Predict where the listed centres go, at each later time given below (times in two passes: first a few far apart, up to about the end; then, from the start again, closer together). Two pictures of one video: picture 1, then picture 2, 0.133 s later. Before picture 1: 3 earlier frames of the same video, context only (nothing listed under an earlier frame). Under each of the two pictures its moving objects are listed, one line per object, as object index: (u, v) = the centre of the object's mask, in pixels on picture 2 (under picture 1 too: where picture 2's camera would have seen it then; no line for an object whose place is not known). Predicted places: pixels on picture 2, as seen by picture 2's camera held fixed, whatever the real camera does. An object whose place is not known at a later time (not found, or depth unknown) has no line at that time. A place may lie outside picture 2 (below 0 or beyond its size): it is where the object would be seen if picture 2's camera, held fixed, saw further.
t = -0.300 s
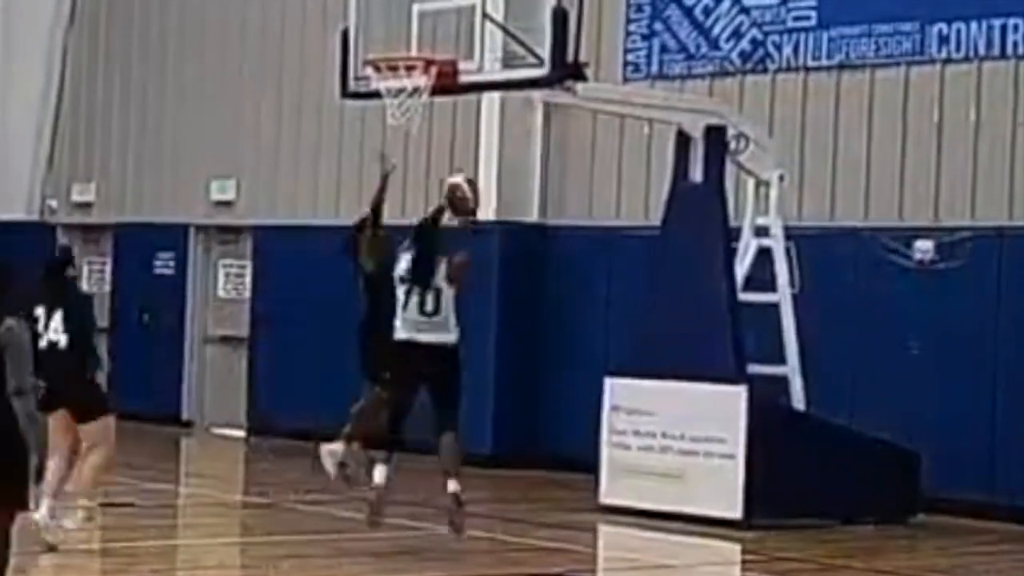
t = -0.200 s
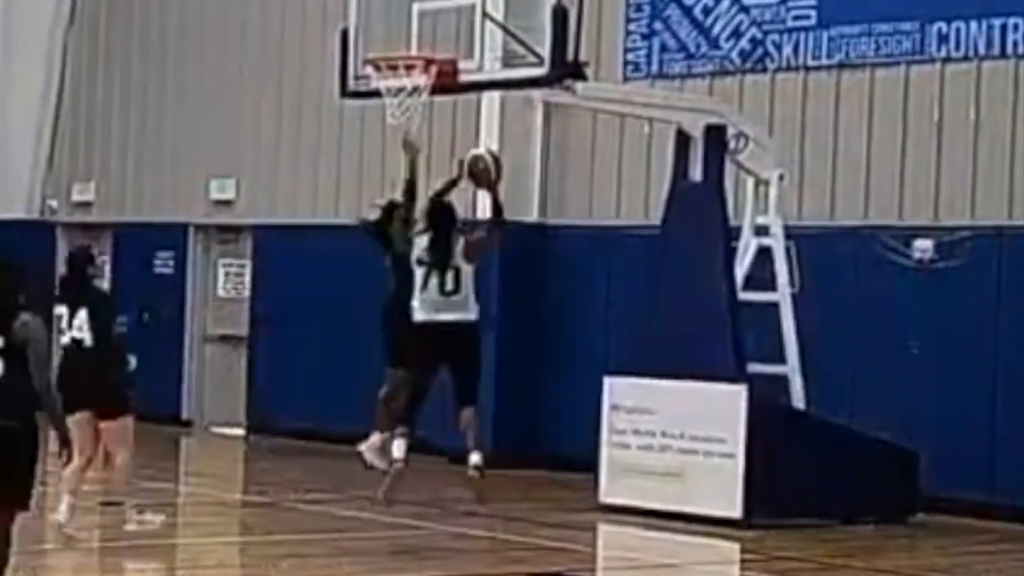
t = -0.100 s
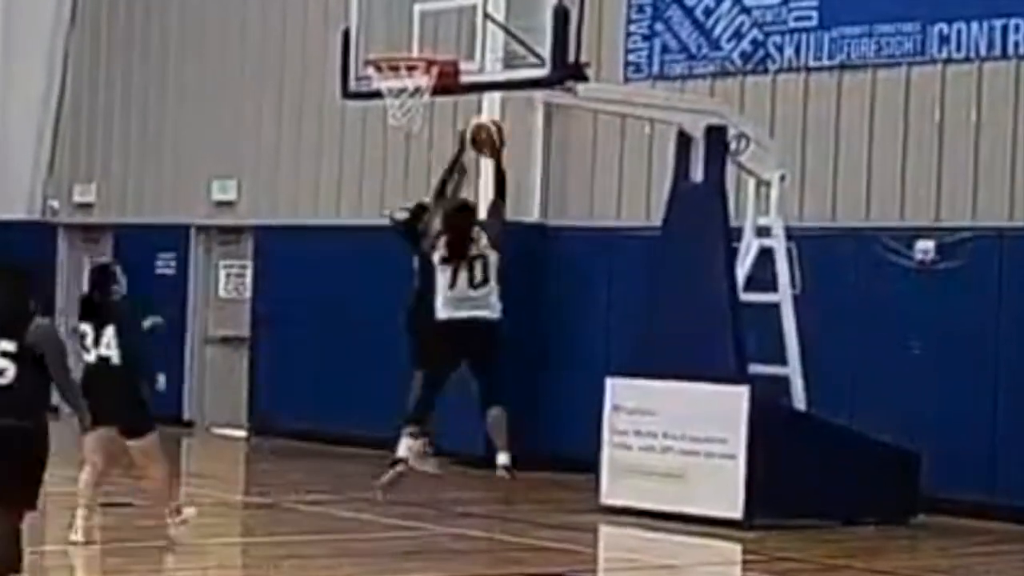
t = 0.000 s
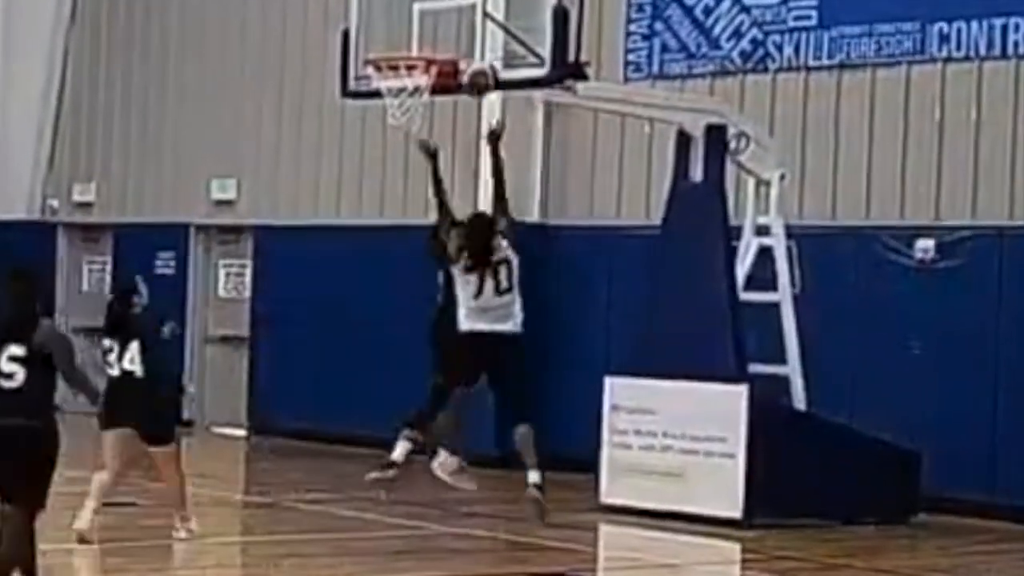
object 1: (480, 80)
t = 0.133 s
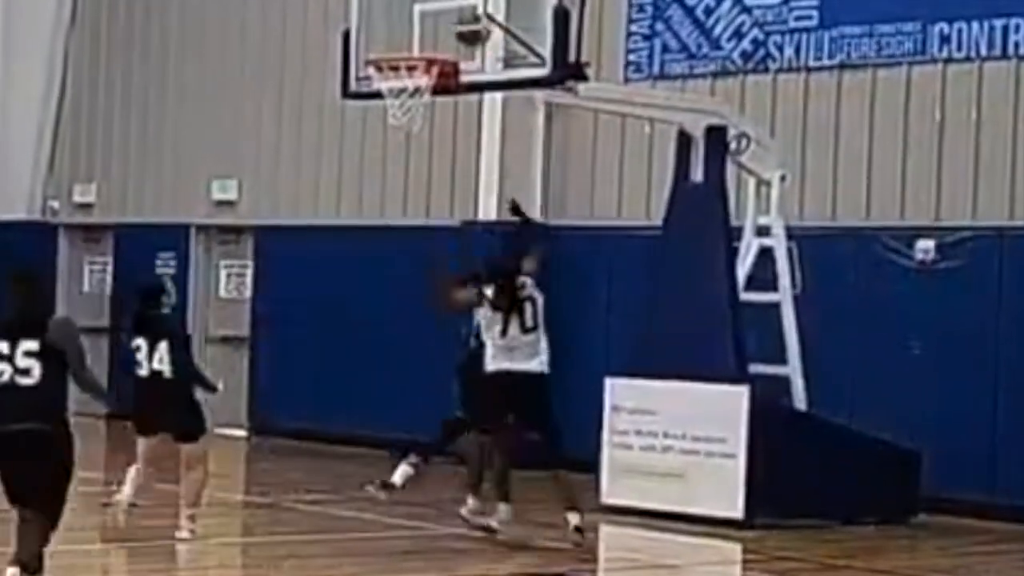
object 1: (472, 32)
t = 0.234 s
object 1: (465, 13)
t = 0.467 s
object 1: (407, 22)
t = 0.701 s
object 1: (391, 26)
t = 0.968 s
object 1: (408, 42)
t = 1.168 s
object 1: (412, 72)
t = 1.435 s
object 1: (401, 137)
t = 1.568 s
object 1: (391, 184)
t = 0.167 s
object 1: (469, 23)
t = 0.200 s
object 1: (467, 16)
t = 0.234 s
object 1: (465, 13)
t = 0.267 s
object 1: (465, 11)
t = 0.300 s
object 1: (464, 11)
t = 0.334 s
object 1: (458, 11)
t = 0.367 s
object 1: (445, 12)
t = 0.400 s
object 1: (432, 13)
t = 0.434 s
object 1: (419, 18)
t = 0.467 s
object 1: (407, 22)
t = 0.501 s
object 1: (396, 31)
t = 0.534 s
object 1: (383, 40)
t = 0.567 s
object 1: (376, 44)
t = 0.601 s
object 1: (379, 38)
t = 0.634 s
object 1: (384, 33)
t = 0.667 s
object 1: (387, 28)
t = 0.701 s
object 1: (391, 26)
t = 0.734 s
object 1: (393, 27)
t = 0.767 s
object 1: (396, 28)
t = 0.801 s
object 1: (399, 31)
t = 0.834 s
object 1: (403, 35)
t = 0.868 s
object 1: (408, 41)
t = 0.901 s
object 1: (409, 44)
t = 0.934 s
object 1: (409, 43)
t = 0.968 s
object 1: (408, 42)
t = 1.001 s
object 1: (409, 42)
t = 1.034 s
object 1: (409, 44)
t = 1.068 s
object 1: (408, 46)
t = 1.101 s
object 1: (411, 53)
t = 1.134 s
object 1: (413, 61)
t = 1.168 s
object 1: (412, 72)
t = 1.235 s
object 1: (404, 95)
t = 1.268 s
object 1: (405, 102)
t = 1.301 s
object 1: (404, 113)
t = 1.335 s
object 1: (399, 117)
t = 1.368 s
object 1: (408, 126)
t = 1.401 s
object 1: (404, 127)
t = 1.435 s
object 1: (401, 137)
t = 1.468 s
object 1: (403, 145)
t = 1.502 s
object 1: (398, 156)
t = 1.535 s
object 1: (395, 170)
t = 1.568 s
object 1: (391, 184)
